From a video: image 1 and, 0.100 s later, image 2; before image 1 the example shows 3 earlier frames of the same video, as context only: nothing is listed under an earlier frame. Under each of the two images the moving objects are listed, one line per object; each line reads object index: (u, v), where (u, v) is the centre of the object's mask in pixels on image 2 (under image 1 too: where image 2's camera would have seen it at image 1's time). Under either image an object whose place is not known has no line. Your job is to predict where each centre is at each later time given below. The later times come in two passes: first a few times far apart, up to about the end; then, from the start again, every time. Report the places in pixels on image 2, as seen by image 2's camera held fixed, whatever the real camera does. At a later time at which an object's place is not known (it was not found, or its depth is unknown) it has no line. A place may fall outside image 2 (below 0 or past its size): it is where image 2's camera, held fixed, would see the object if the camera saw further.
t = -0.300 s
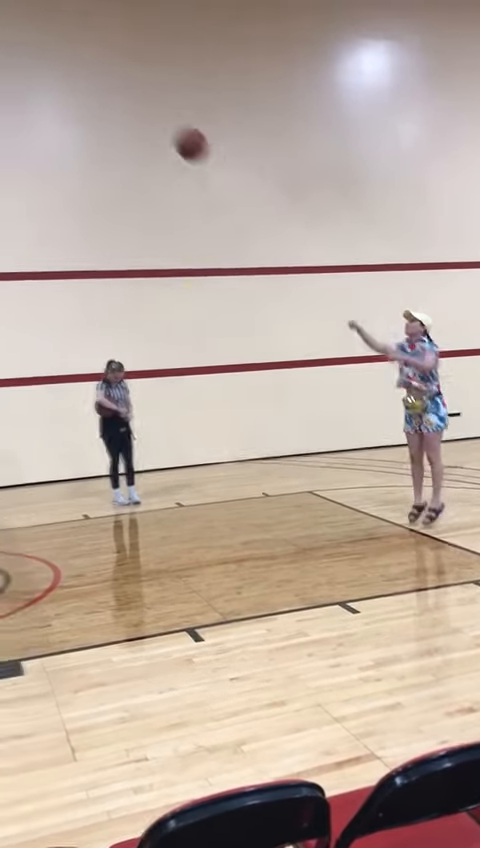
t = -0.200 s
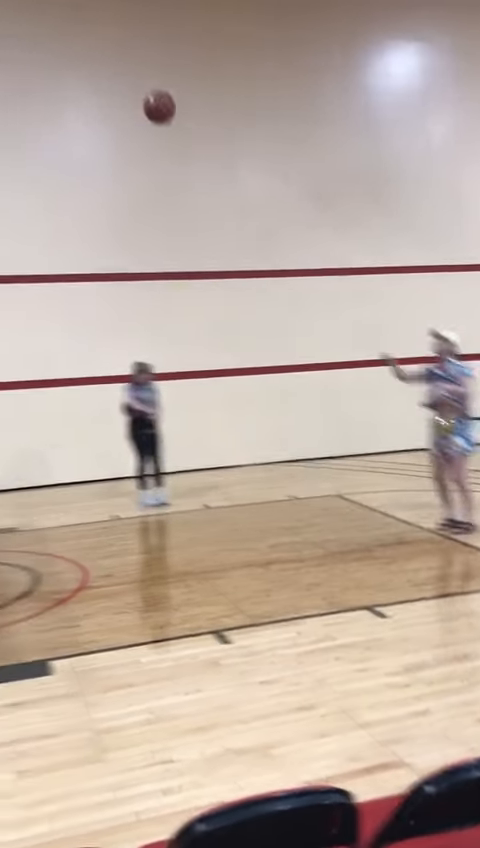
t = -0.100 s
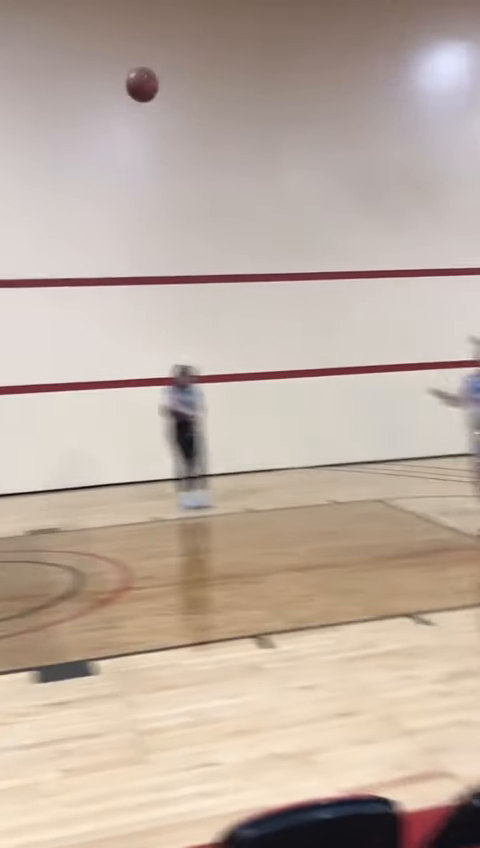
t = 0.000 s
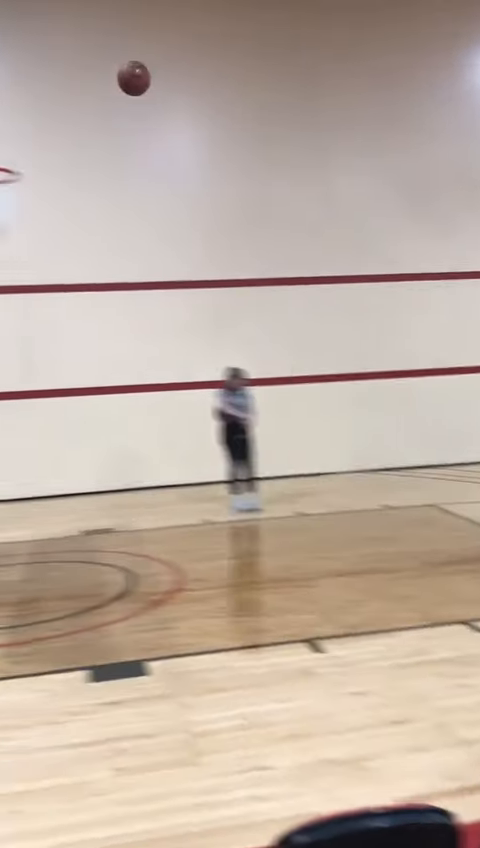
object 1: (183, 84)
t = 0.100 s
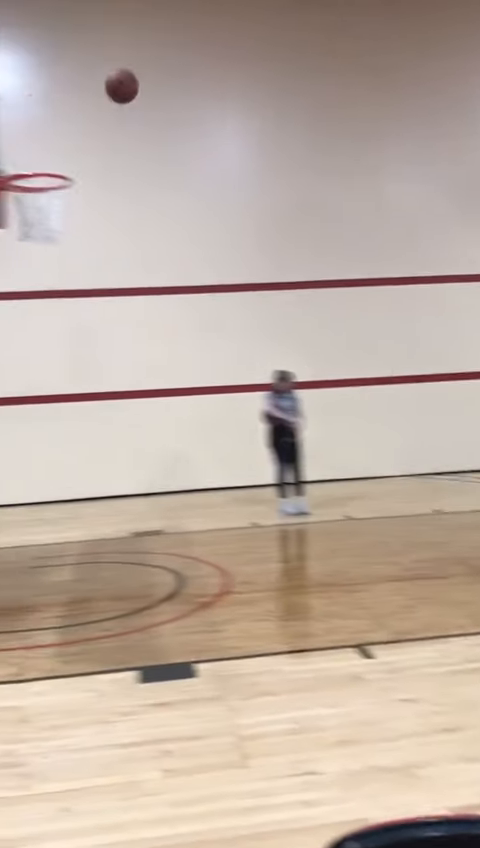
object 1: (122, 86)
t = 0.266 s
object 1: (17, 118)
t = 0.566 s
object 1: (39, 221)
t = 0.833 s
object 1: (17, 284)
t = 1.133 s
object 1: (0, 456)
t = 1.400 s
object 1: (-19, 507)
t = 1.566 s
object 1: (-32, 438)
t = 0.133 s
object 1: (101, 89)
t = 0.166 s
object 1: (80, 95)
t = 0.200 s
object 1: (60, 102)
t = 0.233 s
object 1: (38, 109)
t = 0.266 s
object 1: (17, 118)
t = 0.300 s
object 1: (-3, 130)
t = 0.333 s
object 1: (3, 141)
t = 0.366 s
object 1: (21, 153)
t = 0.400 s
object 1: (37, 162)
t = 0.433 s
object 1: (53, 181)
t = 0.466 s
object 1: (50, 191)
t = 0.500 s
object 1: (46, 203)
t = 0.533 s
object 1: (43, 213)
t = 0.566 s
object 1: (39, 221)
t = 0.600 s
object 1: (35, 224)
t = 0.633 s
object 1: (32, 229)
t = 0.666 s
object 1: (29, 235)
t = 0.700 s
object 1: (27, 242)
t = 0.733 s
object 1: (25, 251)
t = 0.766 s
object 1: (23, 260)
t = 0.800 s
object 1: (20, 271)
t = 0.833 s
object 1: (17, 284)
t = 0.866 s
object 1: (15, 298)
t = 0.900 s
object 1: (13, 315)
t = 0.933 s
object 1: (11, 330)
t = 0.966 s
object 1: (8, 348)
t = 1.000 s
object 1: (7, 367)
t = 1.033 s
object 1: (5, 387)
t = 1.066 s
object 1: (3, 408)
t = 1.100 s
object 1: (1, 432)
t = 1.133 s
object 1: (0, 456)
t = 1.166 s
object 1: (-2, 481)
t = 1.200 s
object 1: (-4, 509)
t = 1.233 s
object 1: (-5, 535)
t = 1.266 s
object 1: (-7, 567)
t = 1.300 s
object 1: (-9, 566)
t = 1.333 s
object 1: (-13, 544)
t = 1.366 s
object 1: (-16, 525)
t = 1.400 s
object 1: (-19, 507)
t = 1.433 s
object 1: (-21, 490)
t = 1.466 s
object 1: (-24, 475)
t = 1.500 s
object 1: (-27, 461)
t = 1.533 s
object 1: (-29, 449)
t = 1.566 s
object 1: (-32, 438)
